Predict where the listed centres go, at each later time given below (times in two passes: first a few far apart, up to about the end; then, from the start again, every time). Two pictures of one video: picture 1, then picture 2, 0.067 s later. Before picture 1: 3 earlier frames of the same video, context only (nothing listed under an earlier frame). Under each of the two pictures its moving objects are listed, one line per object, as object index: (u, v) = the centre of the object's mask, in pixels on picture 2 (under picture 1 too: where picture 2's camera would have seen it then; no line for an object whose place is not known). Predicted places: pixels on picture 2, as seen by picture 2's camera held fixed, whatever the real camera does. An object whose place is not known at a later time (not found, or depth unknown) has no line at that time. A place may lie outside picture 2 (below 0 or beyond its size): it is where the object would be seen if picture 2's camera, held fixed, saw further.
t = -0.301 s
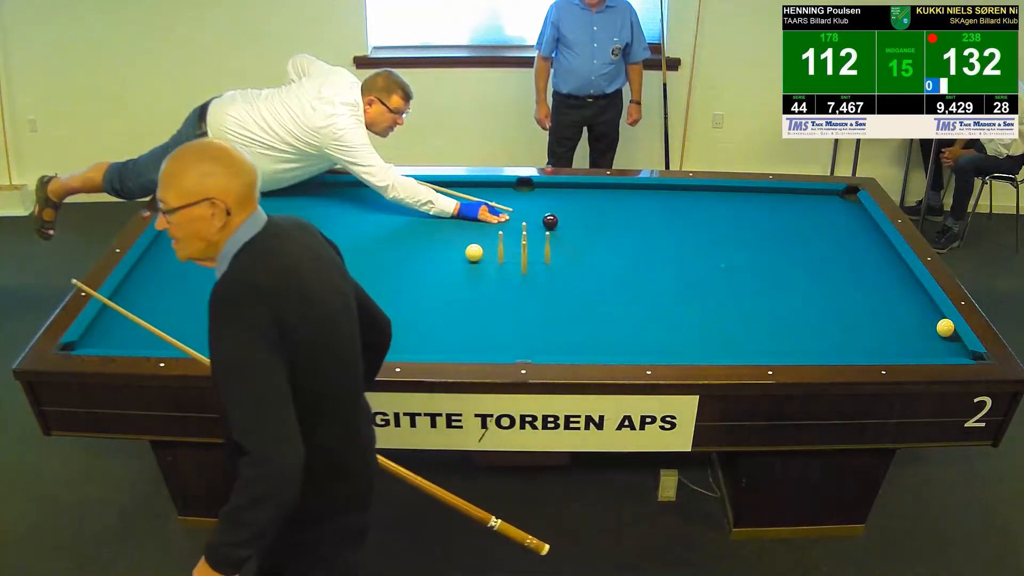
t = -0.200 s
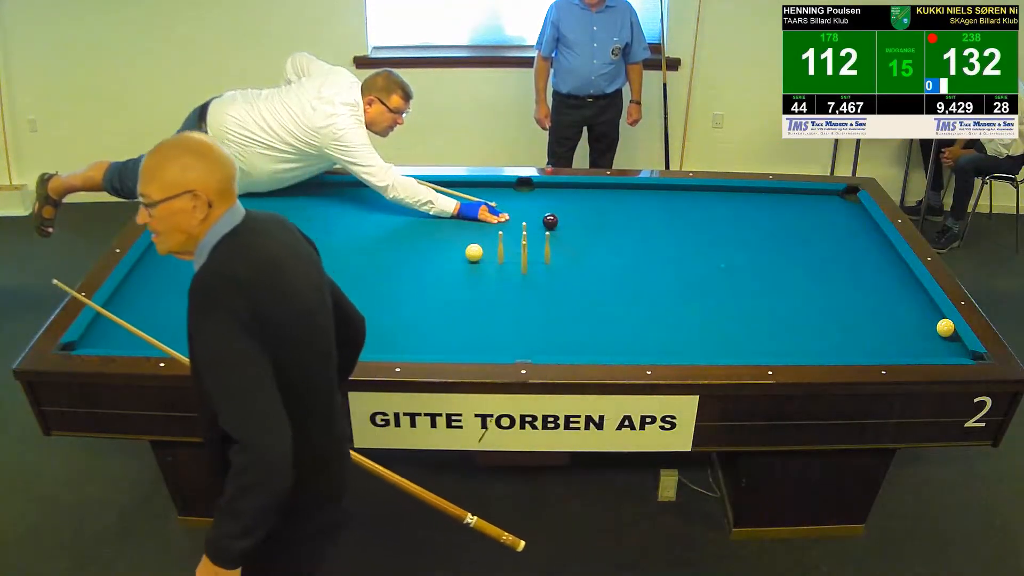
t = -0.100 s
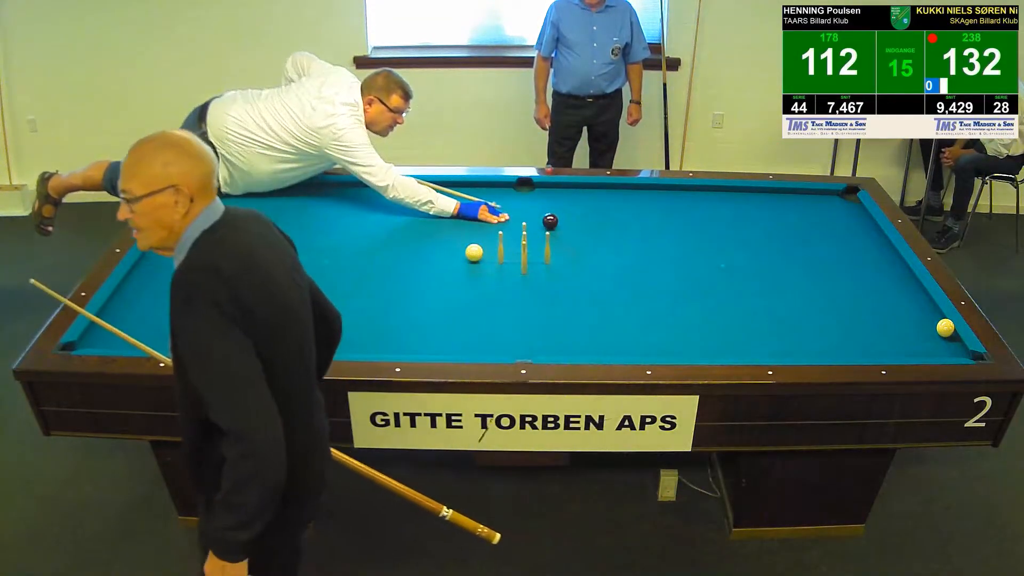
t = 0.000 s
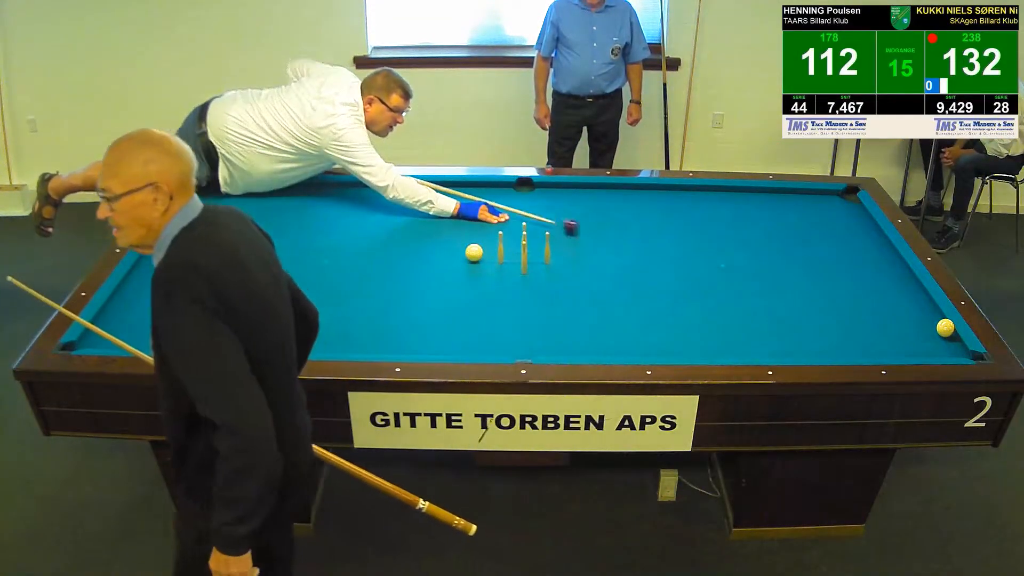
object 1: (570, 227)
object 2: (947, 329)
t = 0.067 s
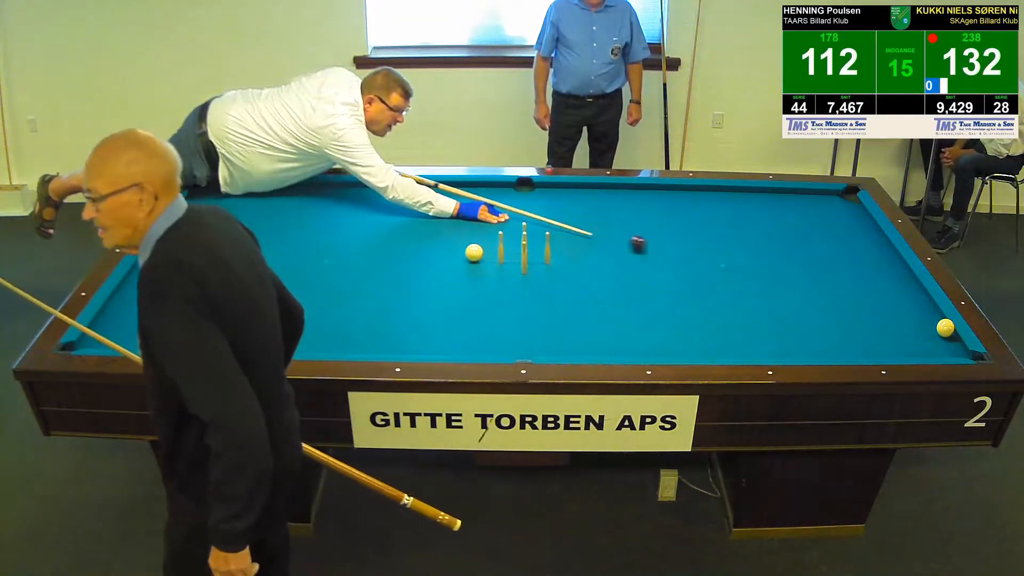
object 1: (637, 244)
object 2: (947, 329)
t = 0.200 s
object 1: (775, 281)
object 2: (946, 329)
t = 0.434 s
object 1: (938, 318)
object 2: (923, 345)
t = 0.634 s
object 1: (909, 306)
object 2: (834, 337)
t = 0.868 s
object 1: (878, 293)
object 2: (740, 311)
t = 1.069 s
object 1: (853, 283)
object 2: (665, 290)
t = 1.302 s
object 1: (825, 272)
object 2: (583, 268)
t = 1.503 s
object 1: (802, 262)
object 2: (517, 250)
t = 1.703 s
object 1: (780, 254)
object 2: (463, 236)
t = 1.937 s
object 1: (756, 244)
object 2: (403, 220)
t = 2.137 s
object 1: (736, 236)
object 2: (356, 208)
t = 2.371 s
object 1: (713, 227)
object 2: (305, 194)
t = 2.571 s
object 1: (696, 220)
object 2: (266, 185)
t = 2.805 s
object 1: (676, 213)
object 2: (224, 192)
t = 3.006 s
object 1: (659, 206)
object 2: (191, 198)
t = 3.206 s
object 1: (643, 201)
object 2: (209, 197)
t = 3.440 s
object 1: (626, 194)
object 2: (229, 198)
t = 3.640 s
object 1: (612, 189)
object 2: (246, 198)
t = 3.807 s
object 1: (602, 187)
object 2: (260, 198)
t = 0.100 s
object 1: (673, 253)
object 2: (946, 329)
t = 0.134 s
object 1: (706, 262)
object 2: (946, 329)
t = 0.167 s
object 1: (741, 272)
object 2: (946, 329)
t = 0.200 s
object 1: (775, 281)
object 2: (946, 329)
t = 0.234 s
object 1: (810, 290)
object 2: (946, 329)
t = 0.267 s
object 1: (844, 299)
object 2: (946, 329)
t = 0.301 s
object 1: (877, 308)
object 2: (946, 329)
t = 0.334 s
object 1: (910, 318)
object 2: (946, 329)
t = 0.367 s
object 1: (931, 321)
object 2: (946, 331)
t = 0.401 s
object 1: (936, 319)
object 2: (935, 337)
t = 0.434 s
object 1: (938, 318)
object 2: (923, 345)
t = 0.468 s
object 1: (932, 316)
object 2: (911, 350)
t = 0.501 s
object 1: (928, 314)
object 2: (898, 352)
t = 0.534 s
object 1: (922, 312)
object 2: (881, 349)
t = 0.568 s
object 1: (918, 309)
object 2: (865, 345)
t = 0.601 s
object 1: (913, 307)
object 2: (849, 341)
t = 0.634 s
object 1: (909, 306)
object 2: (834, 337)
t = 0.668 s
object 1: (904, 304)
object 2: (820, 333)
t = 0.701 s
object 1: (900, 302)
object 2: (807, 329)
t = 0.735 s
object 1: (895, 300)
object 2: (793, 325)
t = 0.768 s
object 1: (891, 299)
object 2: (780, 322)
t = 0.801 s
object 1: (887, 297)
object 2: (767, 318)
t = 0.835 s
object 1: (882, 295)
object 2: (753, 314)
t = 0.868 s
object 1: (878, 293)
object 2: (740, 311)
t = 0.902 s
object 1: (874, 291)
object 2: (728, 308)
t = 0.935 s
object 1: (870, 290)
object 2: (715, 304)
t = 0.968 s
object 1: (866, 288)
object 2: (702, 301)
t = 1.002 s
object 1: (861, 286)
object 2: (690, 297)
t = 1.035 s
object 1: (857, 285)
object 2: (678, 294)
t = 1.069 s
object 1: (853, 283)
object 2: (665, 290)
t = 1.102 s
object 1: (849, 281)
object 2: (653, 287)
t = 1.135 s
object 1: (845, 280)
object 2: (641, 284)
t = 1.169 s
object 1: (841, 278)
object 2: (629, 281)
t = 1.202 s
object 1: (837, 276)
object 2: (617, 277)
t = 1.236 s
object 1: (833, 275)
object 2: (606, 274)
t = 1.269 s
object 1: (829, 273)
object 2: (594, 271)
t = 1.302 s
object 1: (825, 272)
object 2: (583, 268)
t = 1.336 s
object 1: (822, 270)
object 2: (571, 265)
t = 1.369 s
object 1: (817, 269)
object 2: (560, 262)
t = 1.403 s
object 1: (814, 267)
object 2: (549, 259)
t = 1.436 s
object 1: (810, 266)
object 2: (539, 256)
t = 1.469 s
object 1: (806, 264)
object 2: (530, 254)
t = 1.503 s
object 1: (802, 262)
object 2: (517, 250)
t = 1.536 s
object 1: (799, 261)
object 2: (512, 249)
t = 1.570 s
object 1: (795, 260)
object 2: (499, 243)
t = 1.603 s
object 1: (791, 259)
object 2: (490, 241)
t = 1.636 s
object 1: (787, 257)
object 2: (482, 239)
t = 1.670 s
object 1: (784, 255)
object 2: (472, 236)
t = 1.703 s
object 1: (780, 254)
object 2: (463, 236)
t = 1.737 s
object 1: (777, 252)
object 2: (454, 233)
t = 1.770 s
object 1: (773, 251)
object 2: (445, 231)
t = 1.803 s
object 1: (770, 250)
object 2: (437, 229)
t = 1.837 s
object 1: (766, 248)
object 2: (428, 227)
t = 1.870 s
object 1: (763, 247)
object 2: (419, 224)
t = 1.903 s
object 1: (759, 245)
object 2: (411, 222)
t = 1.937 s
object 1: (756, 244)
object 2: (403, 220)
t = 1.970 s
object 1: (752, 243)
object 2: (395, 218)
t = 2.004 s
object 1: (749, 241)
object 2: (386, 216)
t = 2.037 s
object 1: (746, 240)
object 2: (379, 214)
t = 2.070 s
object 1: (742, 239)
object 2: (371, 211)
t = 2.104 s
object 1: (739, 238)
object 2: (363, 210)
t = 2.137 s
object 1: (736, 236)
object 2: (356, 208)
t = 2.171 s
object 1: (733, 235)
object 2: (348, 206)
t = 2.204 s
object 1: (729, 234)
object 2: (341, 204)
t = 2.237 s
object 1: (726, 232)
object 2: (333, 202)
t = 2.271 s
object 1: (723, 231)
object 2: (326, 200)
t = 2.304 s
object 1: (720, 230)
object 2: (319, 198)
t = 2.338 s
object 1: (717, 229)
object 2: (312, 196)
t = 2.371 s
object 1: (713, 227)
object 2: (305, 194)
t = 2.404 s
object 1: (710, 226)
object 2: (298, 193)
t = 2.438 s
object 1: (708, 225)
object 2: (292, 191)
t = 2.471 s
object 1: (705, 224)
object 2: (285, 189)
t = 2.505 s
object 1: (702, 223)
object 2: (278, 188)
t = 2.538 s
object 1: (699, 222)
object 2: (272, 186)
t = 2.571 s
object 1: (696, 220)
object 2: (266, 185)
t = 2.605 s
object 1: (693, 219)
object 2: (260, 186)
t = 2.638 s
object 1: (690, 218)
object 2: (254, 187)
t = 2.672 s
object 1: (687, 217)
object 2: (248, 189)
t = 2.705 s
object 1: (684, 216)
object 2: (242, 190)
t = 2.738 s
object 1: (681, 215)
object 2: (236, 191)
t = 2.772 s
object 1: (678, 213)
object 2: (230, 191)
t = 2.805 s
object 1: (676, 213)
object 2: (224, 192)
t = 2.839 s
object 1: (673, 212)
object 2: (219, 193)
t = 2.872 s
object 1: (670, 211)
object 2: (213, 194)
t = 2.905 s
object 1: (667, 209)
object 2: (207, 195)
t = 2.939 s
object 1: (665, 209)
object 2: (202, 196)
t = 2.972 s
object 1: (662, 207)
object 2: (195, 197)
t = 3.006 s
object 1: (659, 206)
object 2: (191, 198)
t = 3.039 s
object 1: (657, 205)
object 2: (194, 198)
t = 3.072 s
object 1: (654, 204)
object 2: (198, 198)
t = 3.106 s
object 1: (651, 203)
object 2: (201, 198)
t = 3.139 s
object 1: (649, 202)
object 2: (204, 198)
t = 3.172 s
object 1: (646, 202)
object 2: (207, 198)
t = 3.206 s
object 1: (643, 201)
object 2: (209, 197)
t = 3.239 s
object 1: (641, 200)
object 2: (212, 198)
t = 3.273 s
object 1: (639, 199)
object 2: (215, 198)
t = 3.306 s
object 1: (636, 198)
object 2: (218, 198)
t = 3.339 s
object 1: (634, 197)
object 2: (221, 198)
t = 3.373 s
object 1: (631, 196)
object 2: (224, 198)
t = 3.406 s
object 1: (629, 195)
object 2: (227, 198)
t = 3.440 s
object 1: (626, 194)
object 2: (229, 198)
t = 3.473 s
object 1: (624, 193)
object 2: (232, 198)
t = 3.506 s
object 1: (621, 193)
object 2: (235, 198)
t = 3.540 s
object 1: (619, 192)
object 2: (238, 198)
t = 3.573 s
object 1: (617, 191)
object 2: (241, 198)
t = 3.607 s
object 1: (614, 190)
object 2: (243, 198)
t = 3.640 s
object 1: (612, 189)
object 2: (246, 198)
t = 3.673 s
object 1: (610, 188)
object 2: (249, 198)
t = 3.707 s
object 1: (607, 188)
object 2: (252, 198)
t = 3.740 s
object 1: (606, 187)
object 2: (255, 198)
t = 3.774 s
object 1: (604, 187)
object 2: (257, 198)
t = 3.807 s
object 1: (602, 187)
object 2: (260, 198)
